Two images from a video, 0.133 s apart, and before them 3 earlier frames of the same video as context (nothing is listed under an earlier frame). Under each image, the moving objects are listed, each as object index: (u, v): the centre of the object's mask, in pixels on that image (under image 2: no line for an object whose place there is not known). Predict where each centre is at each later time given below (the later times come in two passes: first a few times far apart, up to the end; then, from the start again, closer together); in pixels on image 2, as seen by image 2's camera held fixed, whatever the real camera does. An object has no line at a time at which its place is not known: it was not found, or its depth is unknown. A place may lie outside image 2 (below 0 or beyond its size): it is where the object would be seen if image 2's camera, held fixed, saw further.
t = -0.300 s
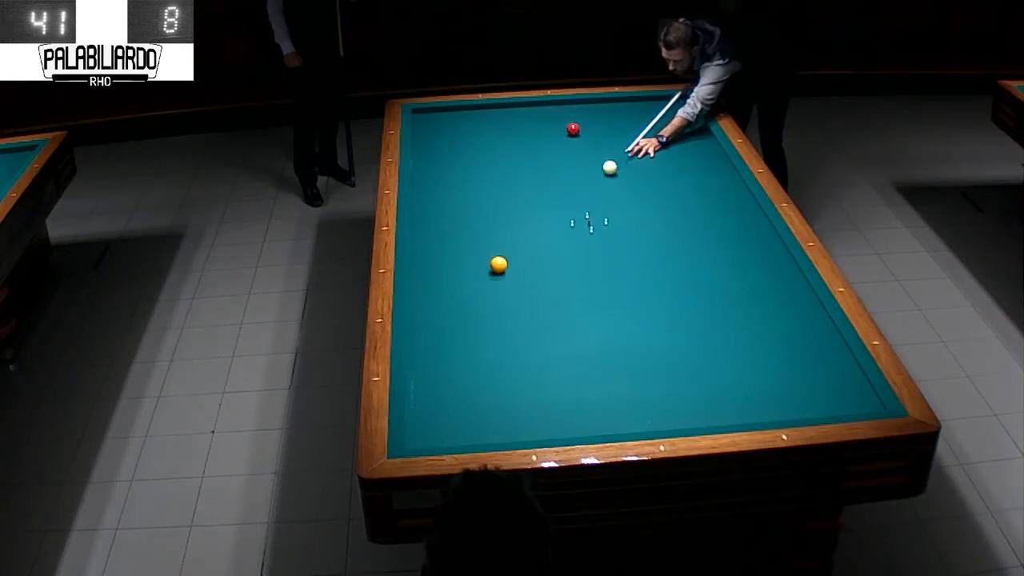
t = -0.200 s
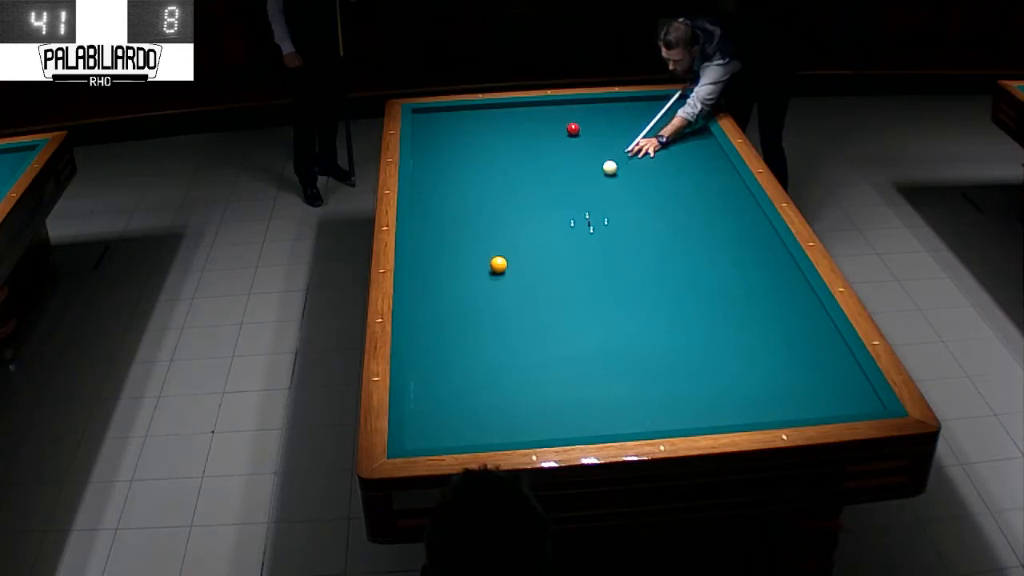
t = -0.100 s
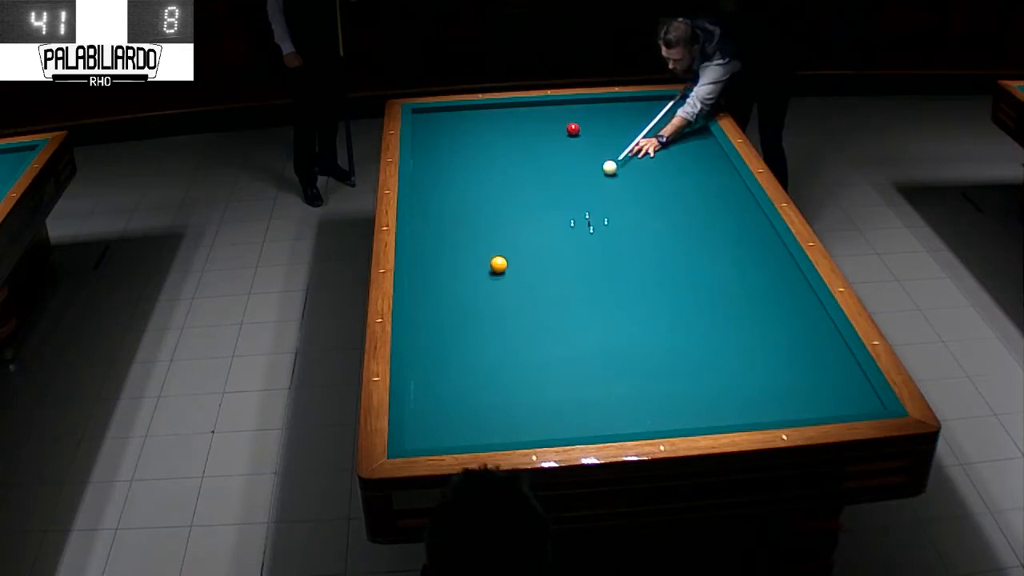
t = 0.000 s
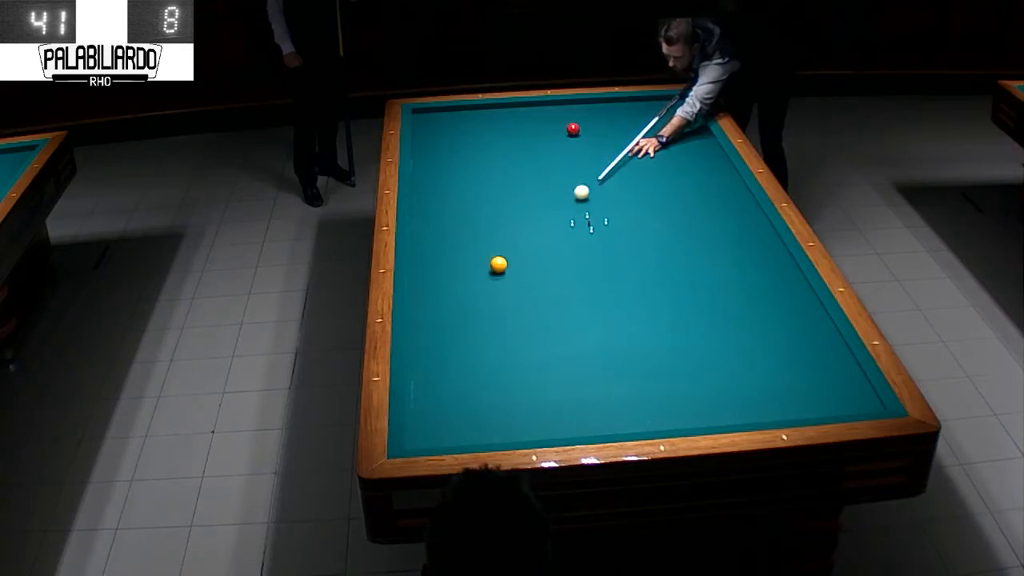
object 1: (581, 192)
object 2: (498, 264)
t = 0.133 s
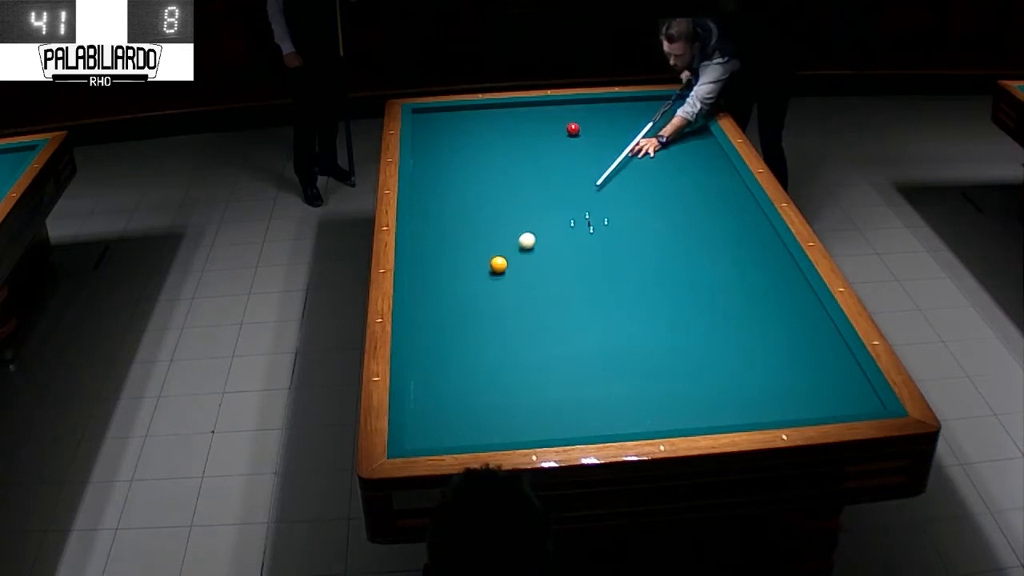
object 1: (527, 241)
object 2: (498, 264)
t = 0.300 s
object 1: (511, 262)
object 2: (434, 312)
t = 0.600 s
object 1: (519, 271)
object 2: (524, 386)
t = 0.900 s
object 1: (526, 280)
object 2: (635, 409)
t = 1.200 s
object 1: (534, 289)
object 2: (723, 359)
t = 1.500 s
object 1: (541, 298)
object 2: (797, 316)
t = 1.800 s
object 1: (548, 306)
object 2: (760, 282)
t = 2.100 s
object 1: (555, 314)
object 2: (698, 254)
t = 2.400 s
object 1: (562, 322)
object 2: (641, 228)
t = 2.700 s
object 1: (568, 329)
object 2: (590, 205)
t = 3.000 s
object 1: (574, 335)
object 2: (543, 185)
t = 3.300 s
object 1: (580, 342)
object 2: (501, 167)
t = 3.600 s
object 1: (585, 347)
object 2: (463, 151)
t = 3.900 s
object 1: (590, 353)
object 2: (428, 136)
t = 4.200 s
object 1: (595, 357)
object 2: (428, 123)
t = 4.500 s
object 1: (599, 361)
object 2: (443, 112)
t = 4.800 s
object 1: (603, 365)
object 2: (454, 111)
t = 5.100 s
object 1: (606, 368)
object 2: (462, 116)
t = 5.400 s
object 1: (609, 371)
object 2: (471, 121)
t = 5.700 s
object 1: (611, 372)
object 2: (479, 125)
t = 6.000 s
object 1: (612, 374)
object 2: (488, 130)
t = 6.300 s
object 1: (612, 374)
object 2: (495, 134)
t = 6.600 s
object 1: (612, 374)
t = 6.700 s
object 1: (612, 374)
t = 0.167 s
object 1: (512, 254)
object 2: (498, 264)
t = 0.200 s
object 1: (509, 259)
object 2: (487, 273)
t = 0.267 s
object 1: (511, 261)
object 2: (452, 298)
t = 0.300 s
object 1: (511, 262)
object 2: (434, 312)
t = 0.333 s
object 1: (512, 263)
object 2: (416, 325)
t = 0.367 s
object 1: (513, 264)
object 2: (425, 334)
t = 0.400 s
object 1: (514, 265)
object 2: (440, 341)
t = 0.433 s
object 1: (515, 266)
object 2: (455, 349)
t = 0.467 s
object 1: (516, 267)
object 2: (470, 357)
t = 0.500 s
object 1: (517, 268)
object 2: (483, 364)
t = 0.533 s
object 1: (517, 269)
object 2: (497, 371)
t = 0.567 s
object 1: (518, 270)
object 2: (511, 379)
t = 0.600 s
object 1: (519, 271)
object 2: (524, 386)
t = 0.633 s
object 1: (520, 272)
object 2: (536, 394)
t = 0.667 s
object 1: (521, 273)
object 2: (549, 401)
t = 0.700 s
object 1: (522, 274)
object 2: (562, 408)
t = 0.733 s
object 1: (522, 275)
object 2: (575, 416)
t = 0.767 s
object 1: (523, 276)
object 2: (589, 423)
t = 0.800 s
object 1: (524, 277)
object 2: (602, 428)
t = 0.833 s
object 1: (525, 278)
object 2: (613, 422)
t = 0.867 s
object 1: (526, 279)
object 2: (624, 416)
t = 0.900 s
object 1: (526, 280)
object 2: (635, 409)
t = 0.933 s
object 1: (527, 281)
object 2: (645, 402)
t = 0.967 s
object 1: (528, 282)
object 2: (656, 396)
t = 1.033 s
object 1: (530, 284)
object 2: (676, 385)
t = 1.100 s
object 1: (531, 286)
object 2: (695, 374)
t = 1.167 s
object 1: (533, 288)
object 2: (714, 363)
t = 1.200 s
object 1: (534, 289)
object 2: (723, 359)
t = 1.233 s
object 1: (535, 290)
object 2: (732, 353)
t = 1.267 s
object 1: (535, 291)
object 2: (741, 348)
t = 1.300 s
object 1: (536, 292)
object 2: (749, 343)
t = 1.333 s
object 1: (537, 293)
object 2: (758, 339)
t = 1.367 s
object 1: (538, 294)
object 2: (766, 334)
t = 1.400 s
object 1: (539, 295)
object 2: (774, 329)
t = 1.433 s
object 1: (540, 296)
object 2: (782, 324)
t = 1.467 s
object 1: (540, 297)
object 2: (790, 320)
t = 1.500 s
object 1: (541, 298)
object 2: (797, 316)
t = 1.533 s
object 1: (542, 299)
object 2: (805, 311)
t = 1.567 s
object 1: (543, 300)
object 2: (812, 307)
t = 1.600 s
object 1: (543, 300)
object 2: (810, 303)
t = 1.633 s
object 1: (544, 301)
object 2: (800, 299)
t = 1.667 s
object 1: (545, 302)
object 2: (790, 296)
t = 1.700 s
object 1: (546, 303)
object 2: (782, 292)
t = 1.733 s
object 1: (547, 304)
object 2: (775, 289)
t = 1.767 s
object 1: (547, 305)
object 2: (767, 285)
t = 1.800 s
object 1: (548, 306)
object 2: (760, 282)
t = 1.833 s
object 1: (549, 307)
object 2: (753, 279)
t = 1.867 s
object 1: (550, 308)
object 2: (746, 276)
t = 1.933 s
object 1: (551, 309)
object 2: (732, 269)
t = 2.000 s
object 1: (553, 311)
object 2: (718, 263)
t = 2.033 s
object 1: (553, 312)
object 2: (711, 260)
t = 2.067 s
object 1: (554, 313)
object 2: (704, 257)
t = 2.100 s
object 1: (555, 314)
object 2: (698, 254)
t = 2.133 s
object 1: (556, 315)
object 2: (691, 251)
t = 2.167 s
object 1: (556, 316)
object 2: (684, 248)
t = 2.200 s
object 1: (557, 316)
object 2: (678, 245)
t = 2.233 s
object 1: (558, 317)
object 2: (672, 242)
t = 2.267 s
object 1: (559, 318)
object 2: (665, 239)
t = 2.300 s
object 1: (559, 319)
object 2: (659, 237)
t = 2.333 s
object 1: (560, 320)
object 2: (653, 234)
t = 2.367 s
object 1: (561, 321)
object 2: (647, 231)
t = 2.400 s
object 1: (562, 322)
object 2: (641, 228)
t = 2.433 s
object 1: (562, 322)
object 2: (635, 226)
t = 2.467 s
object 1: (563, 323)
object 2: (629, 223)
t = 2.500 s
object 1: (564, 324)
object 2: (623, 220)
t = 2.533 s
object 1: (564, 325)
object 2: (617, 218)
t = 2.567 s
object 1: (565, 326)
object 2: (611, 215)
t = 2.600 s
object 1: (566, 326)
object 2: (606, 213)
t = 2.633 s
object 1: (566, 327)
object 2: (600, 210)
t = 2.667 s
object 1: (567, 328)
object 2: (595, 208)
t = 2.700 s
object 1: (568, 329)
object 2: (590, 205)
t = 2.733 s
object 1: (568, 330)
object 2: (584, 203)
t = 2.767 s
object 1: (569, 330)
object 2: (579, 200)
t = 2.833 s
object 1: (571, 332)
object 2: (568, 196)
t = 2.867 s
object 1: (571, 333)
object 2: (563, 194)
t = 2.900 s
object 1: (572, 333)
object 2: (558, 192)
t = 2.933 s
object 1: (573, 334)
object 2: (553, 190)
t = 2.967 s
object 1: (573, 335)
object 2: (548, 187)
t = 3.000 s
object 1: (574, 335)
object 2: (543, 185)
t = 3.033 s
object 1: (575, 336)
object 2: (538, 183)
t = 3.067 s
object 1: (575, 337)
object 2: (533, 181)
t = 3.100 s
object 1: (576, 338)
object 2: (528, 179)
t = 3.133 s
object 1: (577, 338)
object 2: (524, 177)
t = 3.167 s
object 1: (577, 339)
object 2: (519, 175)
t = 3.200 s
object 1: (578, 340)
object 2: (514, 173)
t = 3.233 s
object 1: (579, 340)
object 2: (510, 170)
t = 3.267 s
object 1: (579, 341)
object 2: (505, 169)
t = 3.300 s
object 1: (580, 342)
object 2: (501, 167)
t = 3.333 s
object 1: (580, 342)
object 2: (496, 165)
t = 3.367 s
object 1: (581, 343)
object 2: (492, 163)
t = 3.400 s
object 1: (582, 344)
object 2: (488, 161)
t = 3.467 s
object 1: (583, 345)
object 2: (479, 157)
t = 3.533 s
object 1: (584, 346)
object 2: (471, 154)
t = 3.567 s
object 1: (585, 347)
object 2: (467, 152)
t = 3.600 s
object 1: (585, 347)
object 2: (463, 151)
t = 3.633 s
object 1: (586, 348)
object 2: (459, 149)
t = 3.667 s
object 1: (586, 348)
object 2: (455, 147)
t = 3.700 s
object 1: (587, 349)
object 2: (451, 145)
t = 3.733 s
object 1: (587, 350)
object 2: (447, 144)
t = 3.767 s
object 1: (588, 350)
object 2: (443, 142)
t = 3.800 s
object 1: (588, 351)
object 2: (439, 140)
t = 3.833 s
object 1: (589, 351)
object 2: (435, 139)
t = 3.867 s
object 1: (589, 352)
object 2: (431, 137)
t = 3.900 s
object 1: (590, 353)
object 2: (428, 136)
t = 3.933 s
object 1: (591, 353)
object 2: (424, 134)
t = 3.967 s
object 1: (591, 354)
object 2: (420, 133)
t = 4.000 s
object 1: (592, 354)
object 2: (417, 131)
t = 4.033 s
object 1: (592, 355)
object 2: (418, 130)
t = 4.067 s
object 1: (593, 355)
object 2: (420, 129)
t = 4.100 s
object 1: (593, 356)
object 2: (422, 127)
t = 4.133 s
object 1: (594, 356)
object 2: (424, 126)
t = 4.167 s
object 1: (594, 357)
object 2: (426, 125)
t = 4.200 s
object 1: (595, 357)
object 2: (428, 123)
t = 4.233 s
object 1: (595, 358)
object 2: (429, 122)
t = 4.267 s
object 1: (596, 358)
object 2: (431, 121)
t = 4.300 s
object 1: (596, 359)
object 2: (433, 120)
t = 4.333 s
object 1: (597, 359)
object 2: (435, 118)
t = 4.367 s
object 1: (597, 360)
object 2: (436, 117)
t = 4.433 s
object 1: (598, 361)
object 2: (440, 115)
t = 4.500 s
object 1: (599, 361)
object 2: (443, 112)
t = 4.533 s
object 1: (599, 362)
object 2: (445, 111)
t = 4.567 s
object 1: (600, 362)
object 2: (446, 110)
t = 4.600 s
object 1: (600, 363)
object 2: (448, 109)
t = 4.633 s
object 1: (601, 363)
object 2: (449, 108)
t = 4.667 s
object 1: (601, 364)
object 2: (450, 109)
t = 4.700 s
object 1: (602, 364)
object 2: (451, 109)
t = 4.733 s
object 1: (602, 364)
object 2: (452, 110)
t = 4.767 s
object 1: (603, 365)
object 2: (453, 110)
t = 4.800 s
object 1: (603, 365)
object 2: (454, 111)
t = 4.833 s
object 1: (603, 366)
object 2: (455, 112)
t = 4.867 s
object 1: (604, 366)
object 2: (456, 112)
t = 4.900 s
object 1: (604, 366)
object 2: (457, 112)
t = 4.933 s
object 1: (604, 367)
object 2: (458, 113)
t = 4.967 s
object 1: (605, 367)
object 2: (459, 114)
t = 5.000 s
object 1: (605, 367)
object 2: (459, 114)
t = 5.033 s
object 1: (605, 368)
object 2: (460, 115)
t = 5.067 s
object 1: (605, 368)
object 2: (461, 116)
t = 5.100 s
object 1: (606, 368)
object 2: (462, 116)
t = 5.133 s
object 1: (606, 368)
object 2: (463, 117)
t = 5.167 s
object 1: (607, 369)
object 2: (464, 117)
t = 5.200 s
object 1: (607, 369)
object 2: (465, 117)
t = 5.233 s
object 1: (607, 369)
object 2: (466, 118)
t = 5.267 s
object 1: (608, 370)
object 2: (467, 119)
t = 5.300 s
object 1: (608, 370)
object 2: (468, 119)
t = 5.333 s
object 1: (608, 370)
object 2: (469, 120)
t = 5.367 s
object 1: (608, 370)
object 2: (470, 120)
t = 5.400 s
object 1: (609, 371)
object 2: (471, 121)
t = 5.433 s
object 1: (609, 371)
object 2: (472, 121)
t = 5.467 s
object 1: (609, 371)
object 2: (473, 122)
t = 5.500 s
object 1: (610, 371)
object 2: (474, 122)
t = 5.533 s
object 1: (610, 372)
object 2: (475, 123)
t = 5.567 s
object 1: (610, 372)
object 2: (476, 123)
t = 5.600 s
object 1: (610, 372)
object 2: (476, 124)
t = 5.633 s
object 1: (610, 372)
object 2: (477, 124)
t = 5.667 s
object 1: (610, 372)
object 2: (479, 125)
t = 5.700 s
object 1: (611, 372)
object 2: (479, 125)
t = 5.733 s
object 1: (611, 373)
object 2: (480, 126)
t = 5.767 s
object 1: (611, 373)
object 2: (481, 126)
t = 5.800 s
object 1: (611, 373)
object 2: (482, 127)
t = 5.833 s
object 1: (611, 373)
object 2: (483, 127)
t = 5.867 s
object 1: (611, 373)
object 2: (484, 128)
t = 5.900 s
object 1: (611, 373)
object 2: (485, 128)
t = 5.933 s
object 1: (612, 373)
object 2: (486, 129)
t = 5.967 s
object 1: (612, 373)
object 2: (487, 130)
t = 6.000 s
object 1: (612, 374)
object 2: (488, 130)
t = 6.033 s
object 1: (612, 374)
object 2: (489, 130)
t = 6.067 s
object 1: (612, 374)
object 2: (489, 131)
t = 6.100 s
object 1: (612, 374)
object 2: (490, 131)
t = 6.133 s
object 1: (612, 374)
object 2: (491, 132)
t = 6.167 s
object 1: (612, 374)
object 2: (492, 132)
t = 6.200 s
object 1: (612, 374)
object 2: (493, 133)
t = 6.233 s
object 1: (612, 374)
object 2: (494, 133)
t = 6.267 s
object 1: (612, 374)
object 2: (494, 134)
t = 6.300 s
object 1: (612, 374)
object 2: (495, 134)
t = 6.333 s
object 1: (612, 374)
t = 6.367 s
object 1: (612, 374)
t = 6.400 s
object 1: (613, 374)
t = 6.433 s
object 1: (613, 374)
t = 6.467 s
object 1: (612, 374)
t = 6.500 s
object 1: (612, 374)
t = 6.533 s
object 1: (612, 374)
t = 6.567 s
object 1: (612, 374)
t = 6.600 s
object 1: (612, 374)
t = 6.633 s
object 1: (612, 374)
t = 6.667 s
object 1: (612, 374)
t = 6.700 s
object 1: (612, 374)
